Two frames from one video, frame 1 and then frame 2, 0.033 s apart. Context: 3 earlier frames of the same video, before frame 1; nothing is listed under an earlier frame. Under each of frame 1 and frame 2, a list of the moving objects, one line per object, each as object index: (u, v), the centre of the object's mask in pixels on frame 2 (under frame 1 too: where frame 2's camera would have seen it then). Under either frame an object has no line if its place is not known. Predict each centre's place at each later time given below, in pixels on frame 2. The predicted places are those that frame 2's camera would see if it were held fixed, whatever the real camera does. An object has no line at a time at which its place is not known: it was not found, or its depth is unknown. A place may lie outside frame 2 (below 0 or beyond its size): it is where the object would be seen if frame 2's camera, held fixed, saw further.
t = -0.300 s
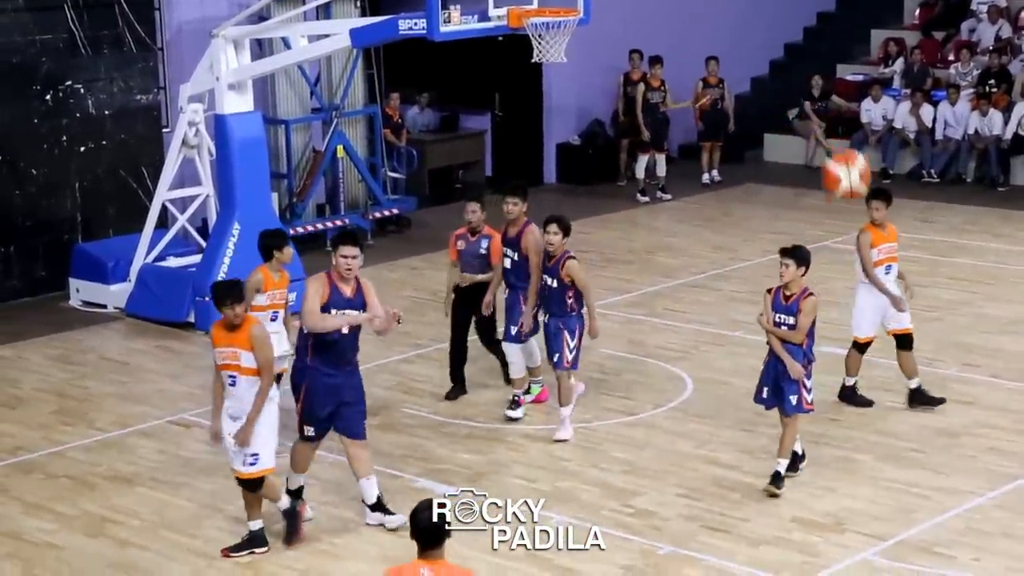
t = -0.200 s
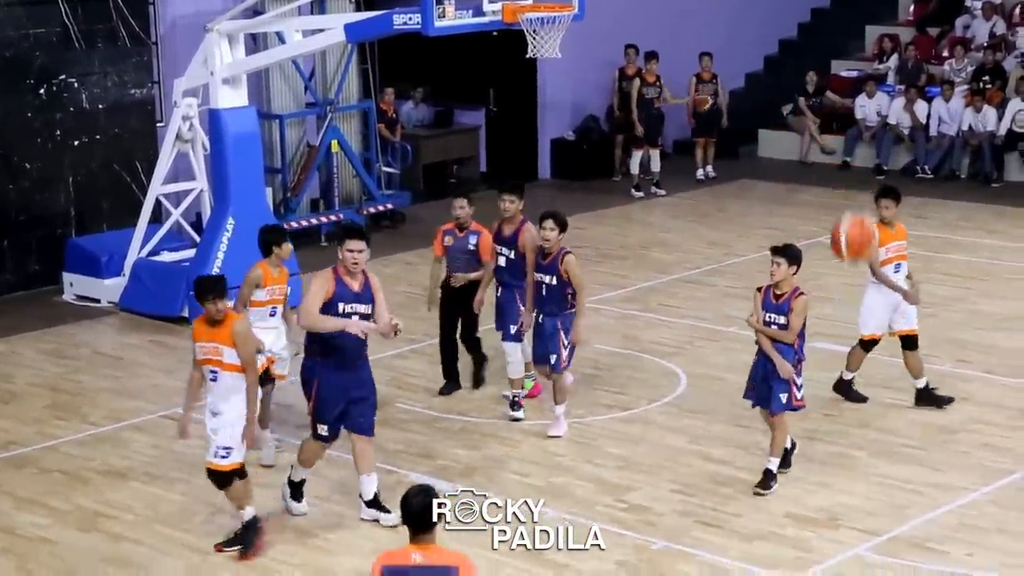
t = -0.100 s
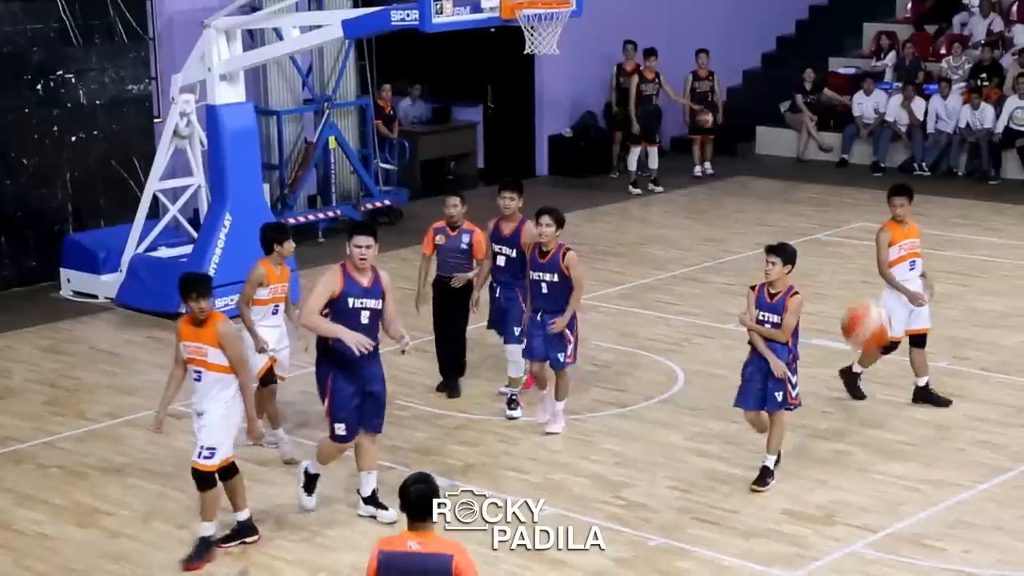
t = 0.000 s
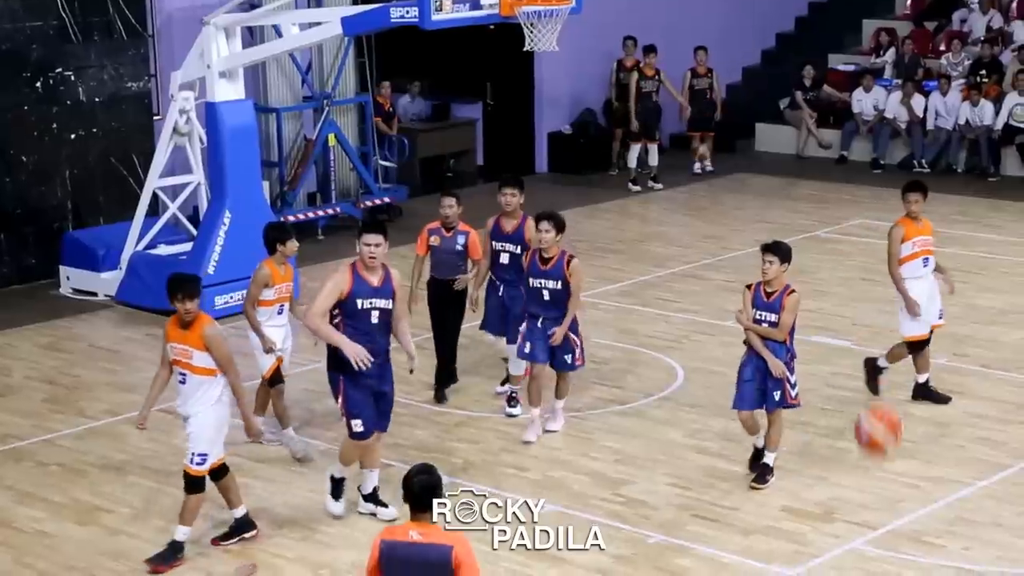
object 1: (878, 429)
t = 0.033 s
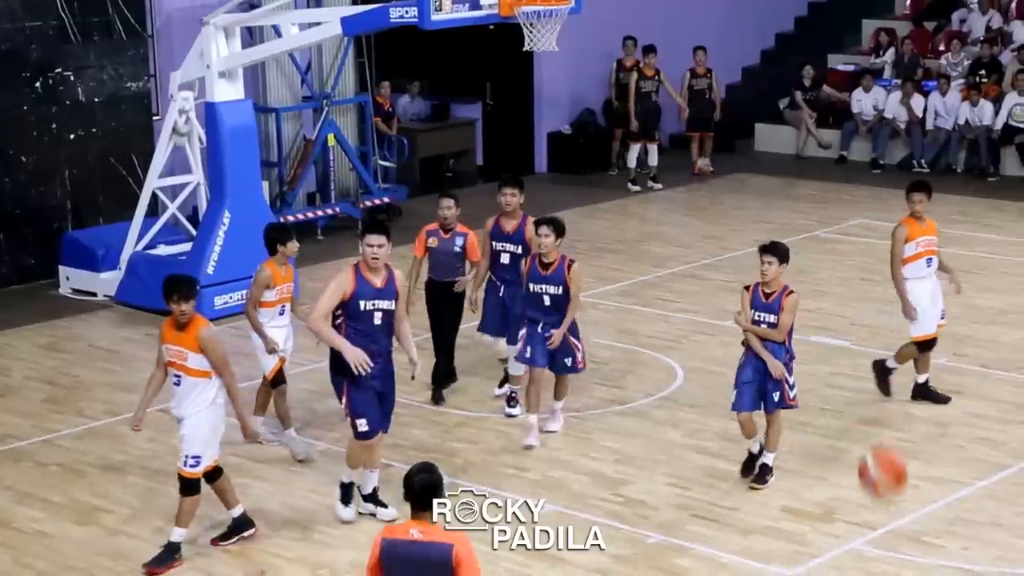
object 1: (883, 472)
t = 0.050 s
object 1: (884, 493)
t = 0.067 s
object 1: (887, 517)
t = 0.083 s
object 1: (890, 540)
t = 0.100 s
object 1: (892, 559)
